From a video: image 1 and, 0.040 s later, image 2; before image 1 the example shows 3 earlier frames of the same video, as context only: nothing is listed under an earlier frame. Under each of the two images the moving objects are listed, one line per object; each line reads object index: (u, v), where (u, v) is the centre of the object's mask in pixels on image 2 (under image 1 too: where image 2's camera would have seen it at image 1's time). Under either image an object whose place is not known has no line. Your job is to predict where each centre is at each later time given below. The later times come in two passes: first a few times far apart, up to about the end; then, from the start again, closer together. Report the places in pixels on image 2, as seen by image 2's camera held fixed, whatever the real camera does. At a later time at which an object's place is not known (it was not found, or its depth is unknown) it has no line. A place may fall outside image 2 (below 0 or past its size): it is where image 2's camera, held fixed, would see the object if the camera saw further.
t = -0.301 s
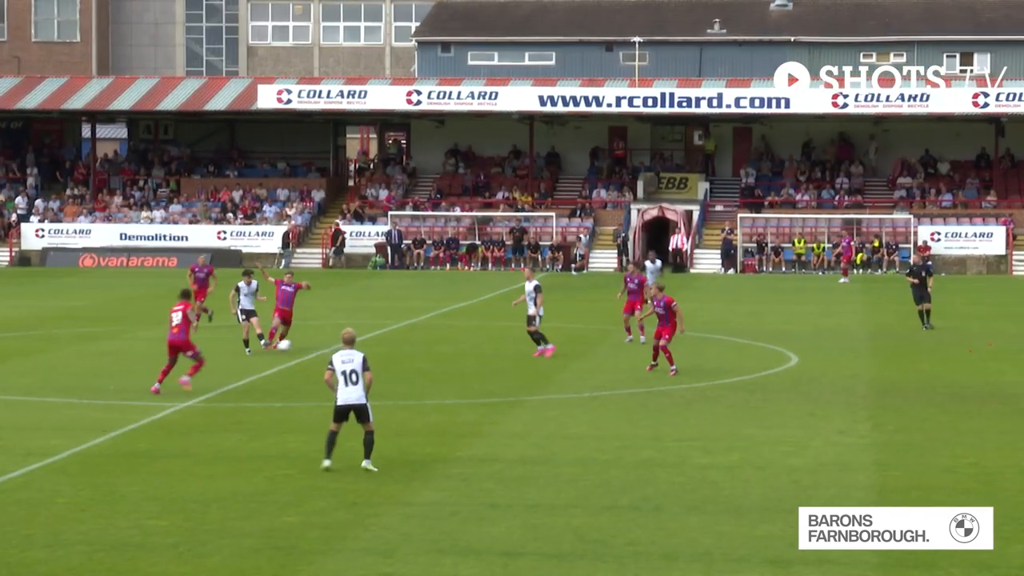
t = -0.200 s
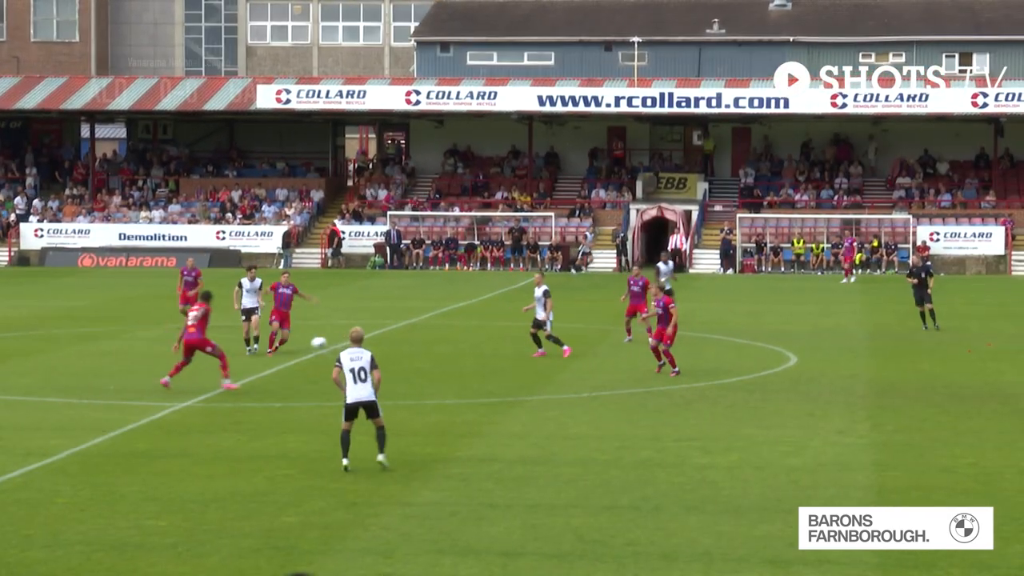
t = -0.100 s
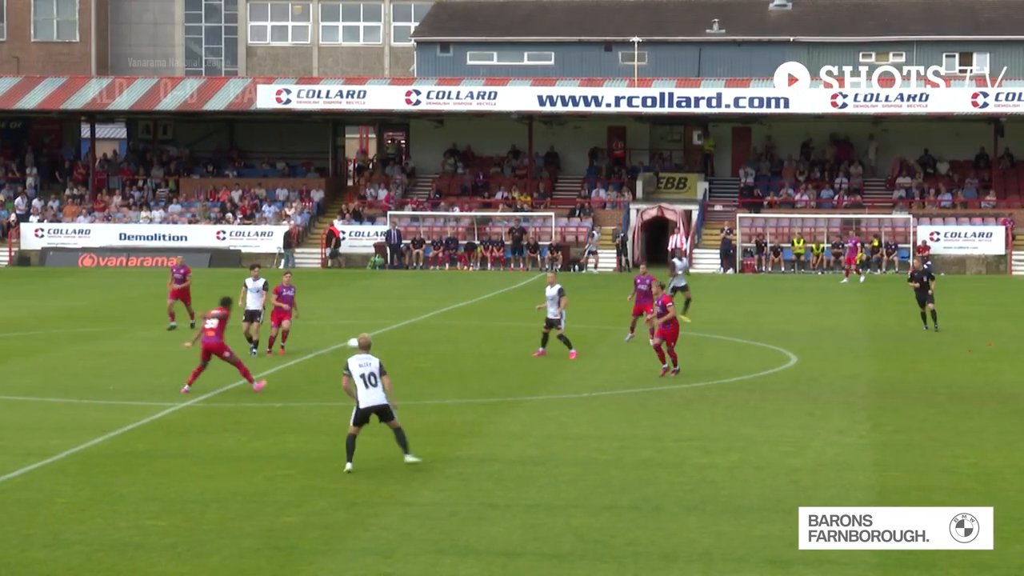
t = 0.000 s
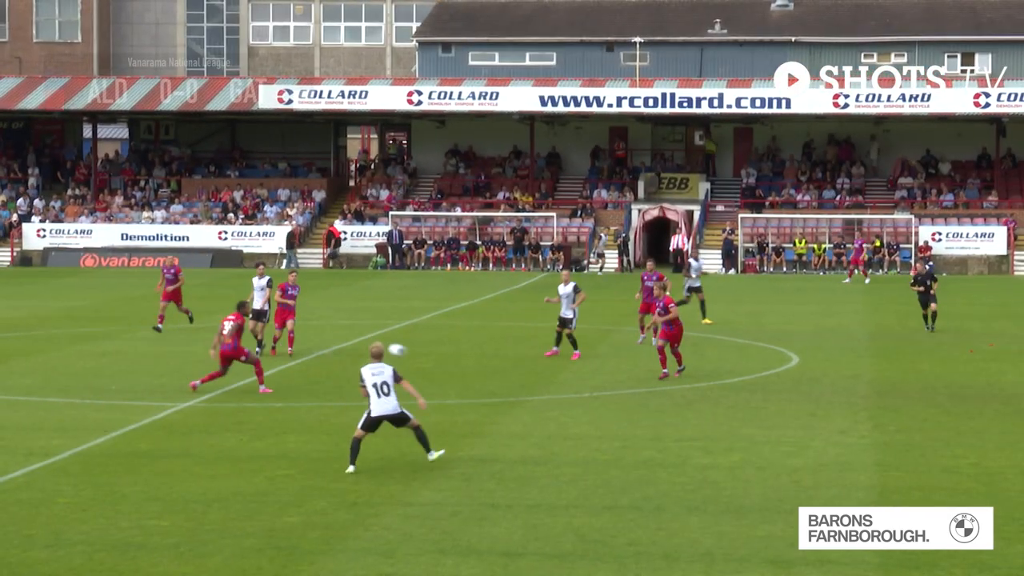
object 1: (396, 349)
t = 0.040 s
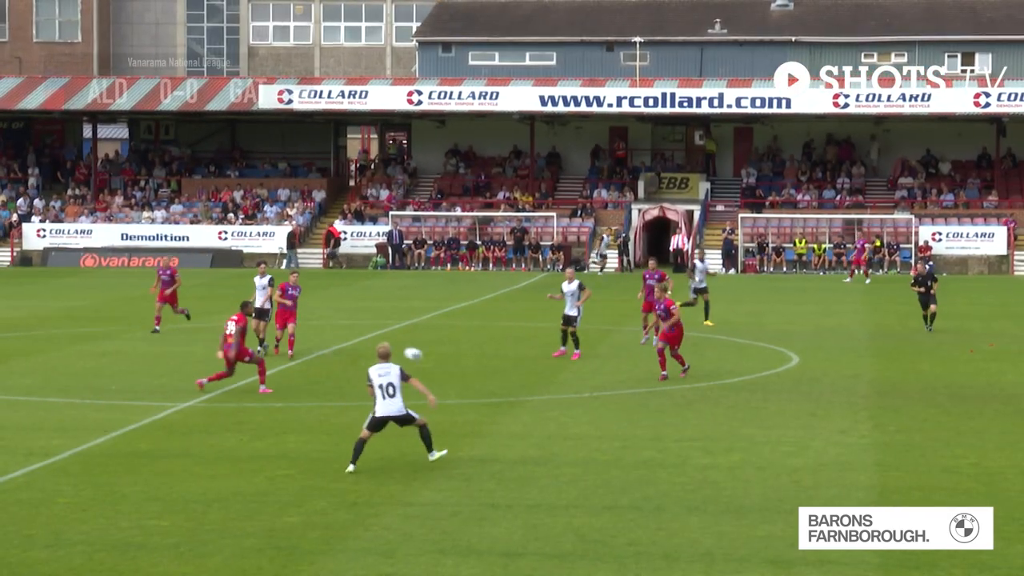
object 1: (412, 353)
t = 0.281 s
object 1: (514, 405)
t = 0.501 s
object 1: (607, 420)
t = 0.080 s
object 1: (429, 359)
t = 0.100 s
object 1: (437, 362)
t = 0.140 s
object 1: (454, 369)
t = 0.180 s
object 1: (471, 378)
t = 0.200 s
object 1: (479, 382)
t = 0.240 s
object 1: (497, 393)
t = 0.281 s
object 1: (514, 405)
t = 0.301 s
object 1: (523, 412)
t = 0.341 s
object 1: (540, 419)
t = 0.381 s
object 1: (556, 416)
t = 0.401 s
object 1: (564, 416)
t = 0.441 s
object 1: (581, 417)
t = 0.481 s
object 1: (598, 418)
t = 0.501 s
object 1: (607, 420)
